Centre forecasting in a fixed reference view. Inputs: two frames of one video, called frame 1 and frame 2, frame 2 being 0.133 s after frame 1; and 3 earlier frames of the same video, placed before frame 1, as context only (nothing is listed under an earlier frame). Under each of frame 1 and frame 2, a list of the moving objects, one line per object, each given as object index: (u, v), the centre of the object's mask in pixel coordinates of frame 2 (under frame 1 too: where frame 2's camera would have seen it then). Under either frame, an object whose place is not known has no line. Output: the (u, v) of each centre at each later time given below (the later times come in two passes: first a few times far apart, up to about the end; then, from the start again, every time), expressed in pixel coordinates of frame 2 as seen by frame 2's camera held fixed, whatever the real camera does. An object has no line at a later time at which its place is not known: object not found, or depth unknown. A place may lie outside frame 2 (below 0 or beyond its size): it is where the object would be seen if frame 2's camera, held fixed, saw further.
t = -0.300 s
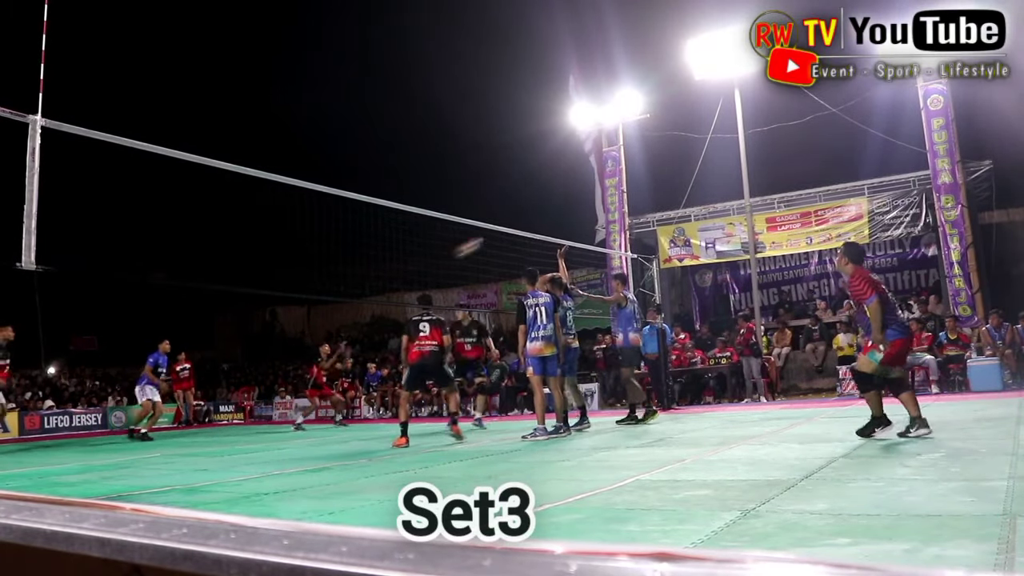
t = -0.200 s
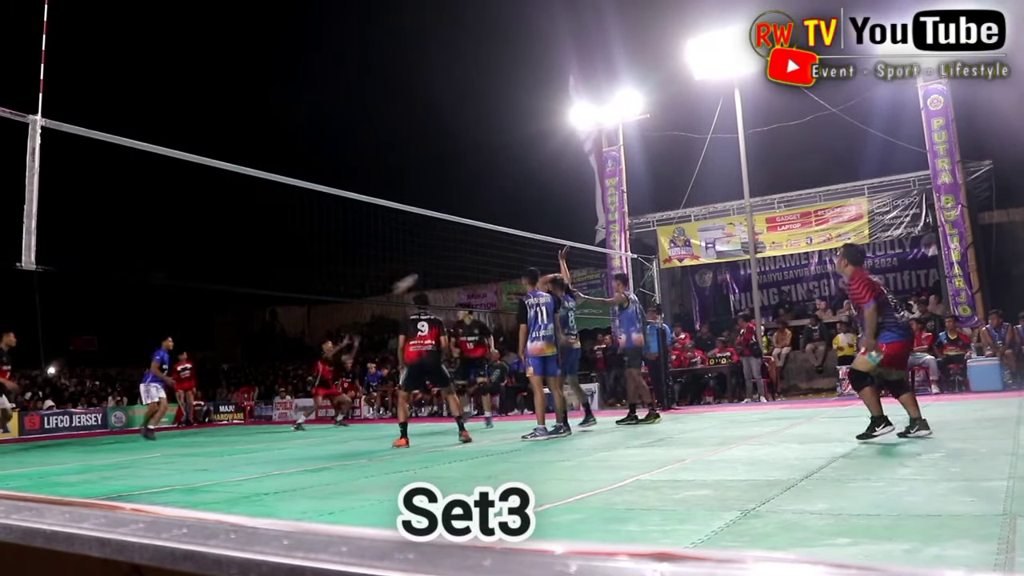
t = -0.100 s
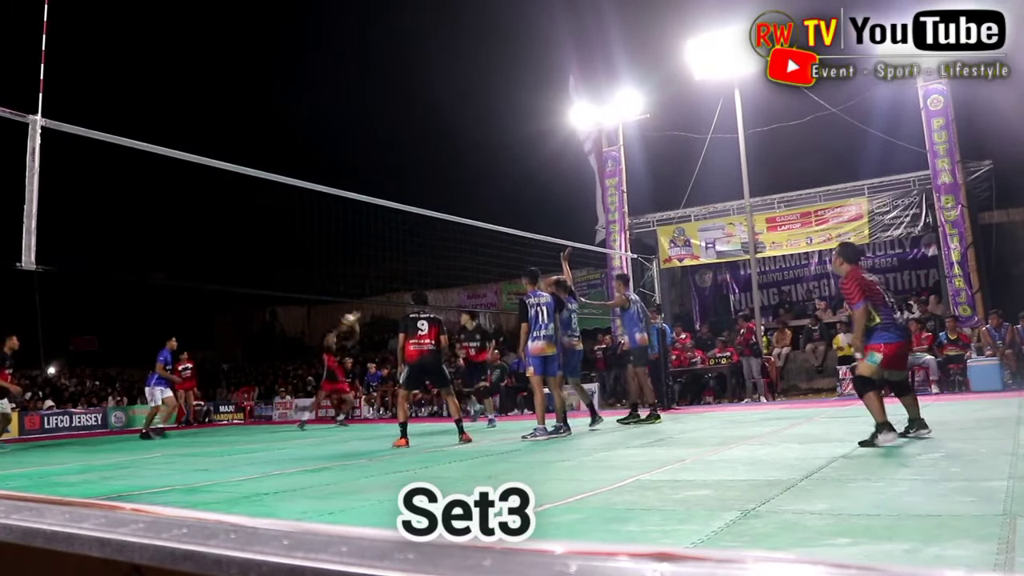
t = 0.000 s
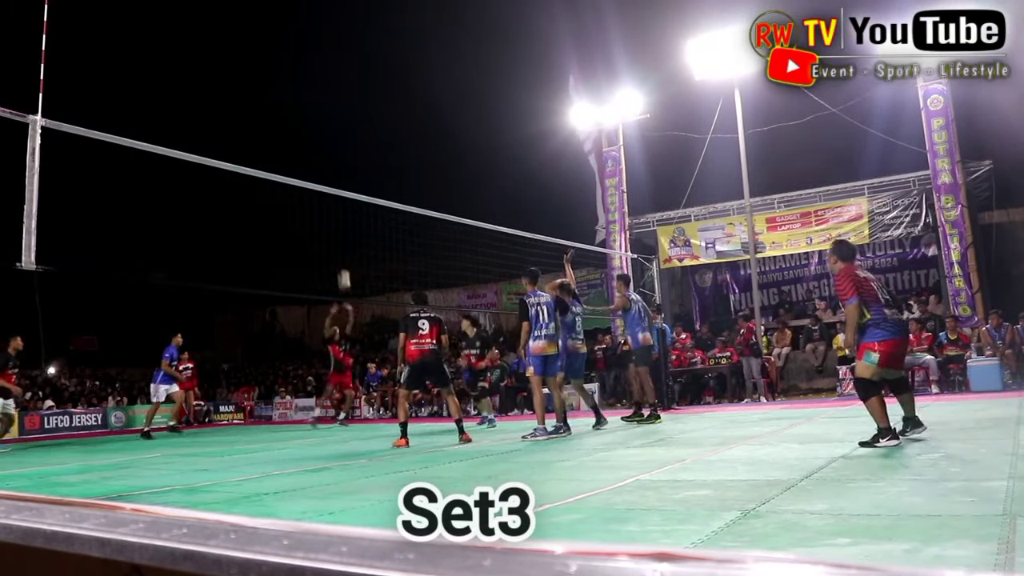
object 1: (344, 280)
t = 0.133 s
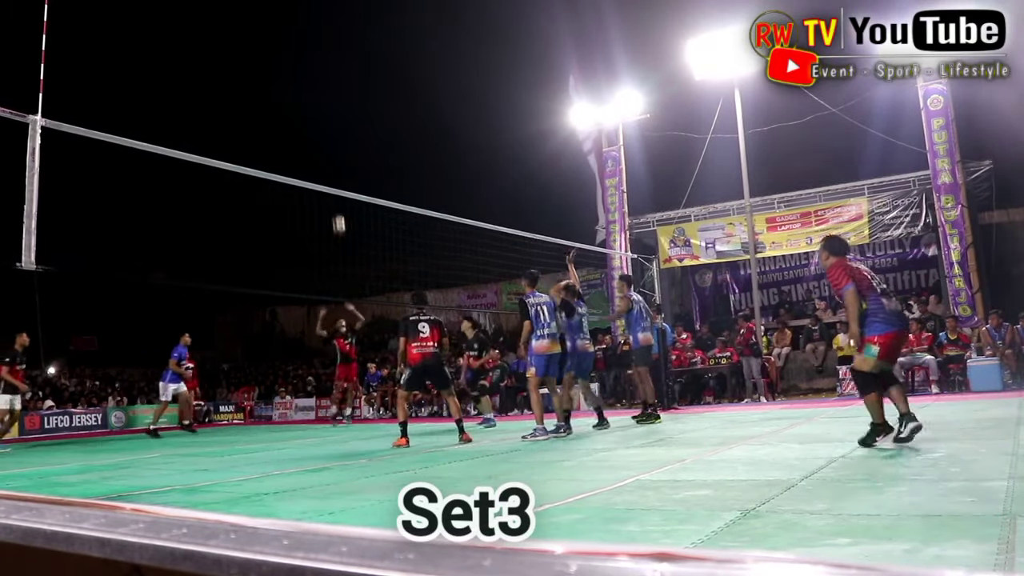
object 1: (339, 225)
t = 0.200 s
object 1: (335, 201)
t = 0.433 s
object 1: (325, 132)
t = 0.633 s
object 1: (317, 97)
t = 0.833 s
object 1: (308, 86)
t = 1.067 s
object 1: (296, 106)
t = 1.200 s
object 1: (288, 137)
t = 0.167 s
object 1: (337, 212)
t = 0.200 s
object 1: (335, 201)
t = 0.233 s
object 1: (334, 187)
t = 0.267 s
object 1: (332, 178)
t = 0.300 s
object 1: (331, 168)
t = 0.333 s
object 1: (329, 158)
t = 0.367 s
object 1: (328, 149)
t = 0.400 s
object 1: (327, 140)
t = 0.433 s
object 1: (325, 132)
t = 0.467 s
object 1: (324, 125)
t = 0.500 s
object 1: (322, 118)
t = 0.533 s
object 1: (321, 112)
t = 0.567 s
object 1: (319, 106)
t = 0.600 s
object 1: (318, 101)
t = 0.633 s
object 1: (317, 97)
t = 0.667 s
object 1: (315, 93)
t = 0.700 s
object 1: (314, 91)
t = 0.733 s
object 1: (312, 88)
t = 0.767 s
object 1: (311, 87)
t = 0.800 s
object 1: (310, 86)
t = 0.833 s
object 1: (308, 86)
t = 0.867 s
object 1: (307, 86)
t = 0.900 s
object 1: (305, 88)
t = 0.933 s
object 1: (303, 90)
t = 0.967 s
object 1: (301, 93)
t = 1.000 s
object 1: (300, 96)
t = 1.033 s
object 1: (298, 100)
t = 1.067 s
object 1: (296, 106)
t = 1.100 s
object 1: (294, 112)
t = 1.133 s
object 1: (292, 119)
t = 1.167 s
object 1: (290, 128)
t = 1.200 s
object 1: (288, 137)
